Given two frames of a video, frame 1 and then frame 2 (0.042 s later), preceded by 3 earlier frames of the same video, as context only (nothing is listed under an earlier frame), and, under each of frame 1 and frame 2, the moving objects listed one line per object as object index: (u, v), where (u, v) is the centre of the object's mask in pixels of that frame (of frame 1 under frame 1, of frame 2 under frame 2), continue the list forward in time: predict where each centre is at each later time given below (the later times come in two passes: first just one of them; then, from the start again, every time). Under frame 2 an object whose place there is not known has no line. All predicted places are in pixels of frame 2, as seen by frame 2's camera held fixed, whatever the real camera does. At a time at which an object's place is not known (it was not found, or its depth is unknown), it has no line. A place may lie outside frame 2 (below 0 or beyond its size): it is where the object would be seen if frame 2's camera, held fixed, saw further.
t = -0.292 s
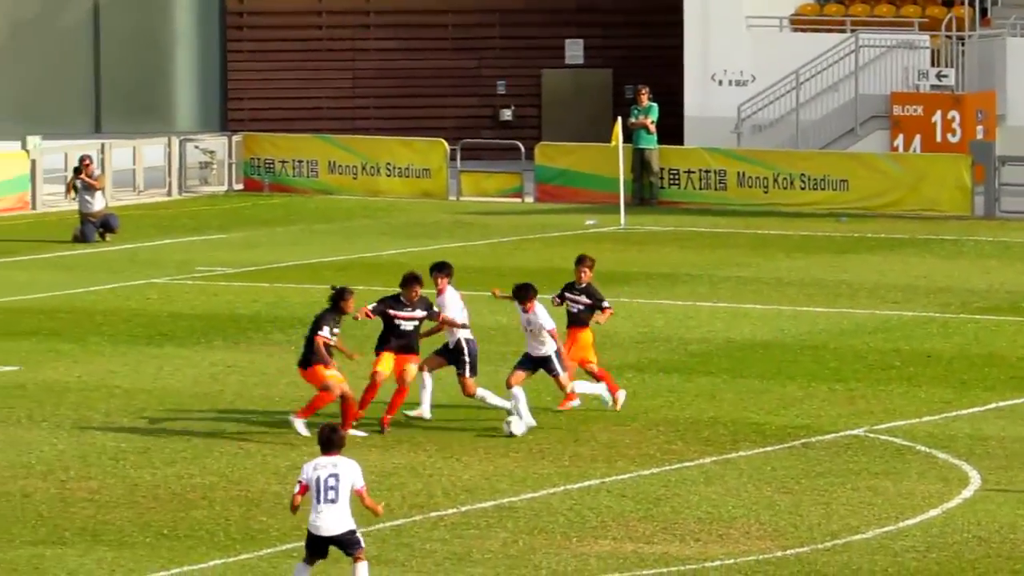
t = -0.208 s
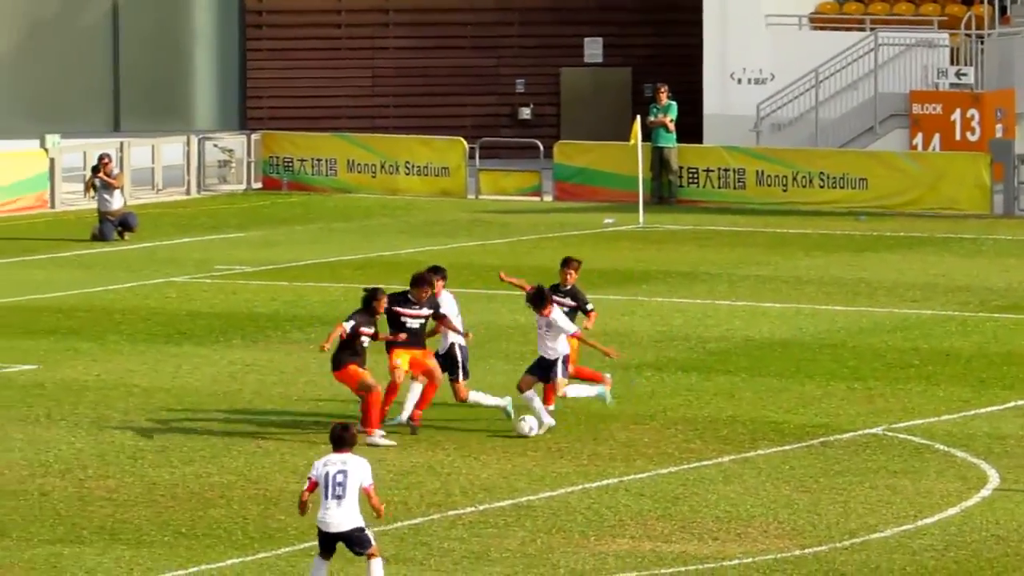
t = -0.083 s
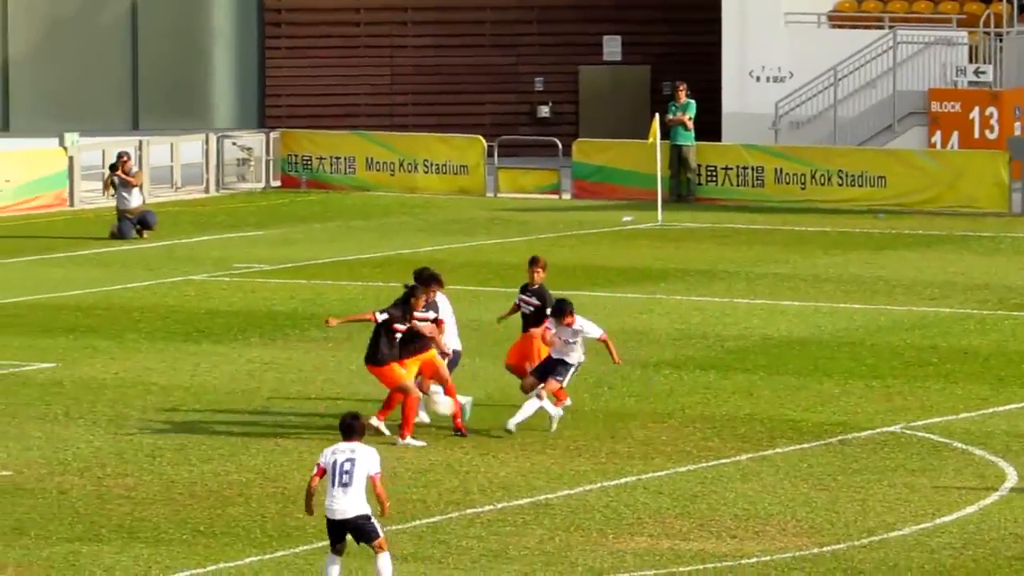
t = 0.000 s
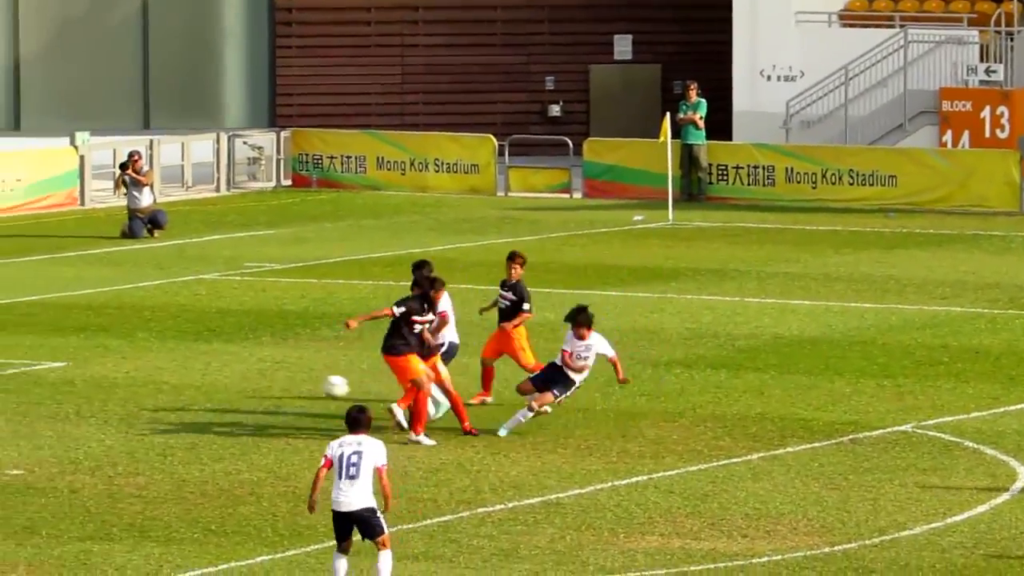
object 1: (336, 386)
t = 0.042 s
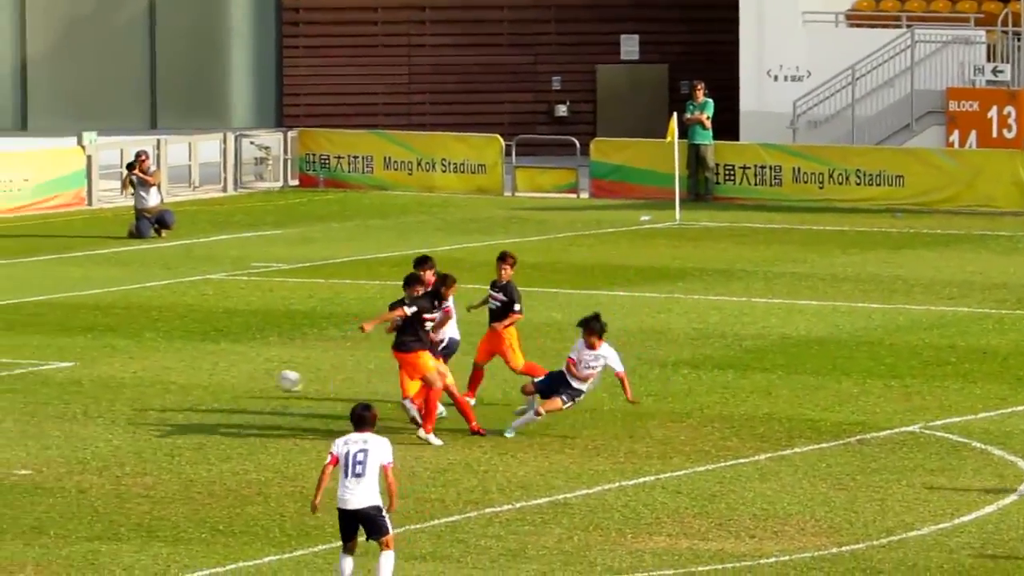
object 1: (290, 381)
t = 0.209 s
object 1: (81, 375)
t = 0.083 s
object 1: (237, 377)
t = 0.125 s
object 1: (185, 374)
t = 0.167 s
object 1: (134, 374)
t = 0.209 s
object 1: (81, 375)
